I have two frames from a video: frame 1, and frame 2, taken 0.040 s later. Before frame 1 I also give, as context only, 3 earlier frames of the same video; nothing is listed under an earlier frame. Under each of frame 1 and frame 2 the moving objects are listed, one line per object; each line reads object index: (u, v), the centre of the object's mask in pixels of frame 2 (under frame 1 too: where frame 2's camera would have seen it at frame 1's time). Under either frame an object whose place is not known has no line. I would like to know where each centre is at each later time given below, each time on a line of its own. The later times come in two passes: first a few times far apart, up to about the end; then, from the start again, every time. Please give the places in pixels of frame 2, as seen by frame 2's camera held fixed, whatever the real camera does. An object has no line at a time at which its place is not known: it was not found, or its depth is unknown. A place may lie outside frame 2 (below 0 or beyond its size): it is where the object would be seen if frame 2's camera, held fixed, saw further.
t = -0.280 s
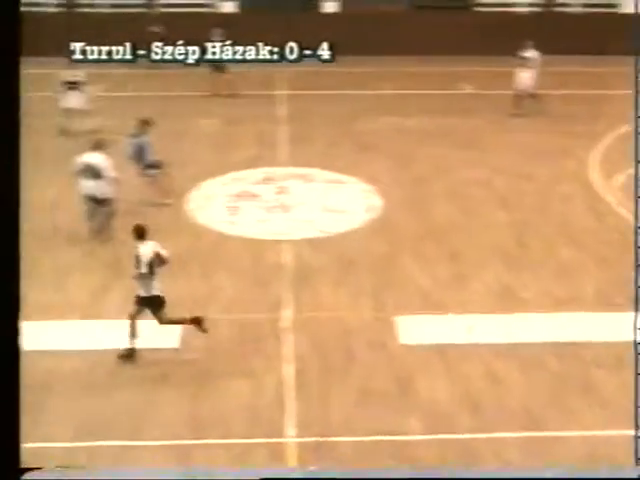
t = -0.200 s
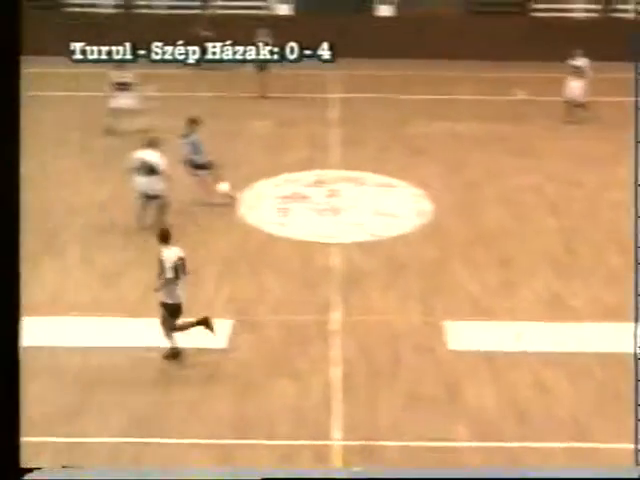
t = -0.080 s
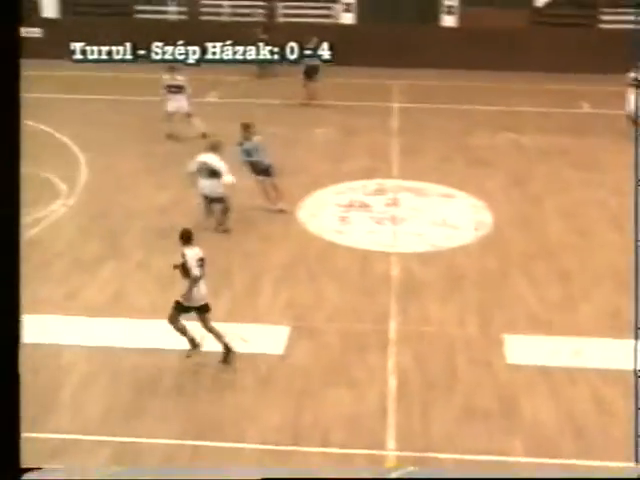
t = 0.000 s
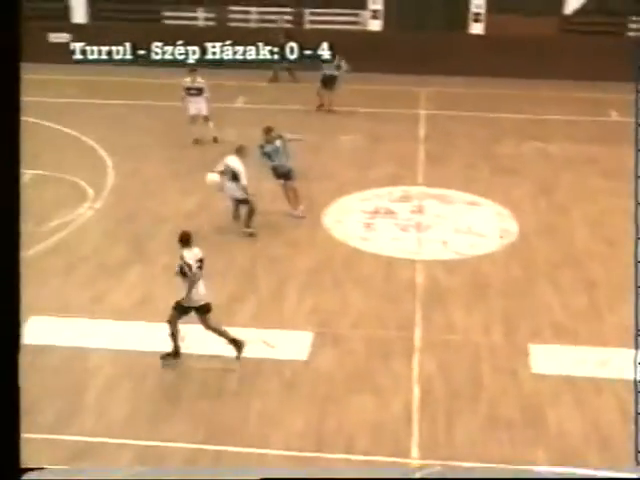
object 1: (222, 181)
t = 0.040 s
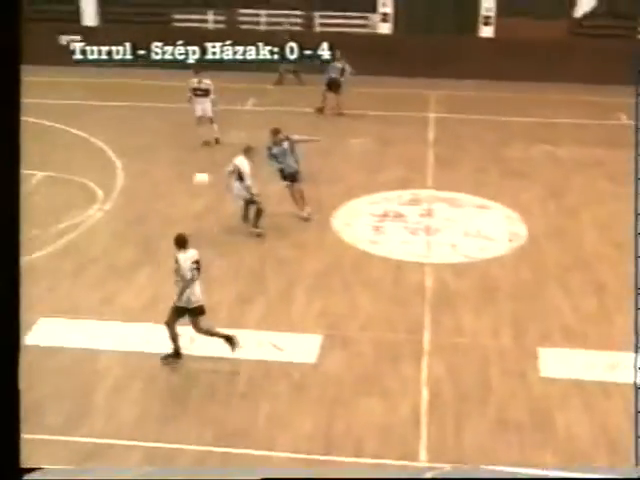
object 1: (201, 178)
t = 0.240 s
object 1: (83, 180)
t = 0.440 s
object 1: (-47, 212)
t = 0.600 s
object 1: (-157, 261)
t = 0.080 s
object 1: (178, 177)
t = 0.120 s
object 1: (156, 177)
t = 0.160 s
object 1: (133, 177)
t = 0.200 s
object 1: (109, 178)
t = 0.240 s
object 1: (83, 180)
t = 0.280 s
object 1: (59, 185)
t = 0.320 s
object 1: (32, 189)
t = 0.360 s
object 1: (7, 196)
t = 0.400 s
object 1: (-20, 203)
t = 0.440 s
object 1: (-47, 212)
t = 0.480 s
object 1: (-74, 223)
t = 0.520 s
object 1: (-103, 234)
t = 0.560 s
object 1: (-131, 247)
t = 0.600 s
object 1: (-157, 261)
